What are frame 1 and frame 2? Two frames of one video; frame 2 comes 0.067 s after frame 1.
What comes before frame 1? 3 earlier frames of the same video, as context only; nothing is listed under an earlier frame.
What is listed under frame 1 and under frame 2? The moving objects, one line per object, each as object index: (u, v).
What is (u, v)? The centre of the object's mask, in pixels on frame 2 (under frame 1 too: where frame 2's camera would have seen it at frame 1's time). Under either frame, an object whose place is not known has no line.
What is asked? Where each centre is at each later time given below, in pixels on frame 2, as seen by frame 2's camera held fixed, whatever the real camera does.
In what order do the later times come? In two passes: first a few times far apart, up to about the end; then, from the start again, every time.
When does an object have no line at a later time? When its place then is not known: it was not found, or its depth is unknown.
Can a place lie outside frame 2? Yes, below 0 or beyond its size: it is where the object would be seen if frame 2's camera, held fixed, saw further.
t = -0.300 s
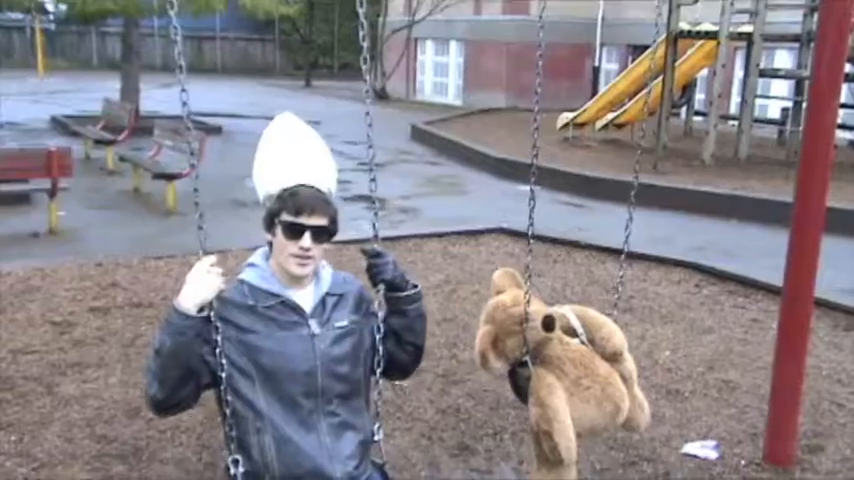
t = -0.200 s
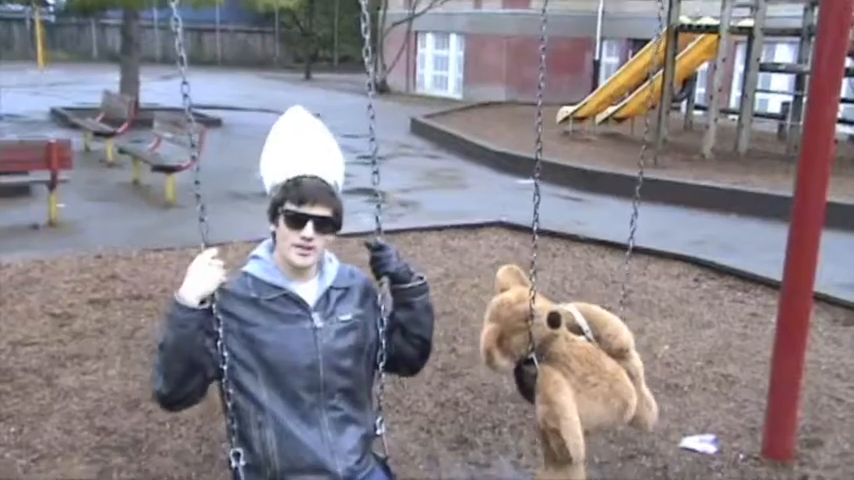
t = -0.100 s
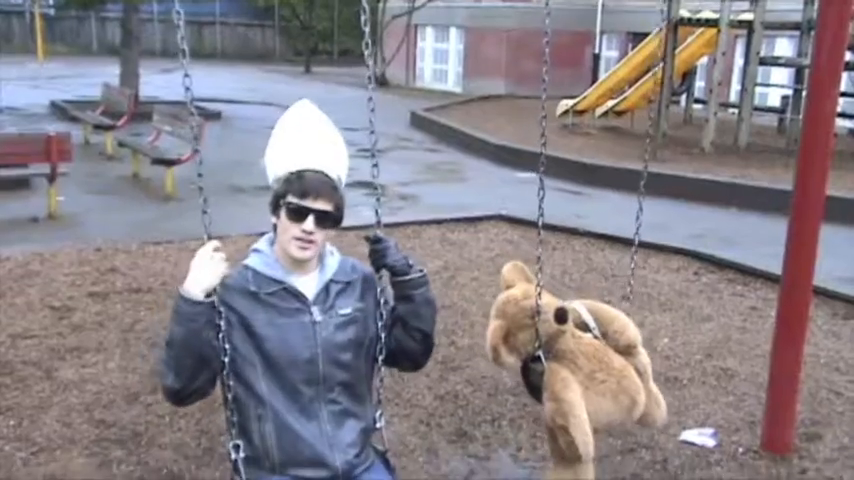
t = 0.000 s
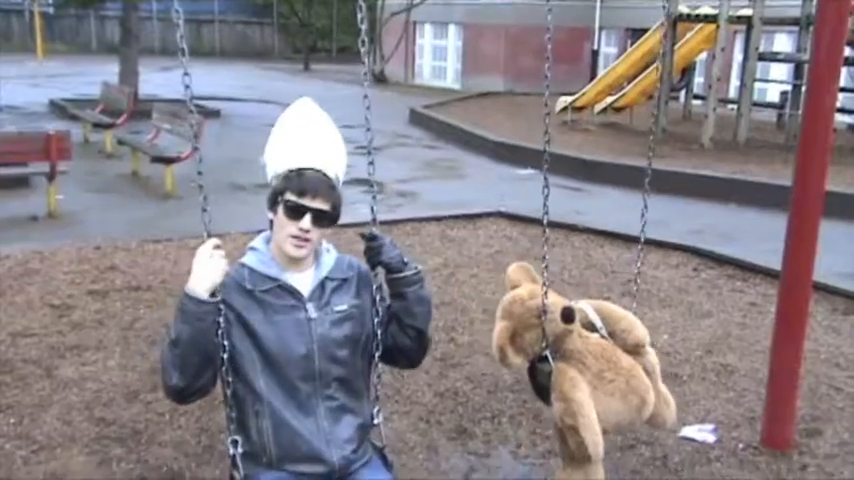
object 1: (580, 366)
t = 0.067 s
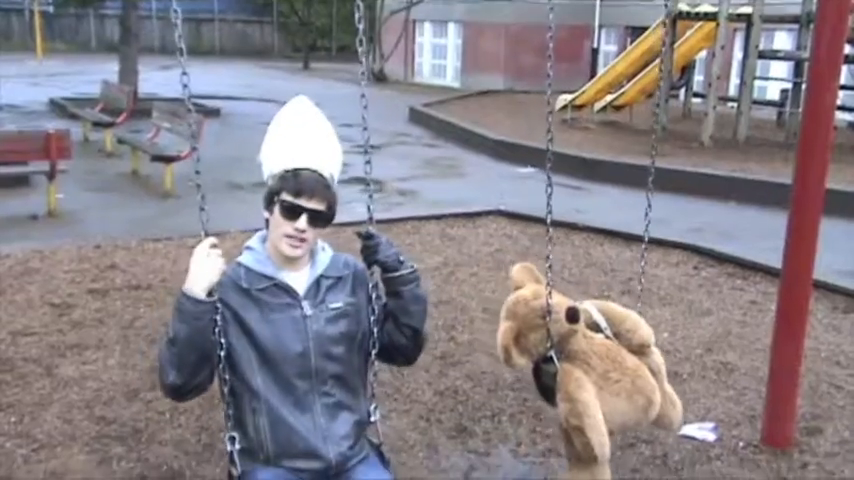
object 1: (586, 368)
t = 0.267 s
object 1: (604, 372)
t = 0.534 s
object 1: (614, 374)
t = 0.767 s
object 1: (611, 374)
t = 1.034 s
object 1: (593, 369)
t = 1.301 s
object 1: (570, 363)
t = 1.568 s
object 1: (550, 355)
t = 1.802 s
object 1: (539, 350)
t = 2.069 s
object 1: (537, 349)
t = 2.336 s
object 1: (546, 355)
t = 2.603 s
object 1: (564, 365)
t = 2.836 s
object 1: (584, 375)
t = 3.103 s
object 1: (601, 381)
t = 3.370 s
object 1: (608, 383)
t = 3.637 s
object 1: (603, 381)
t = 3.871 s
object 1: (589, 376)
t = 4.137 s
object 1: (569, 368)
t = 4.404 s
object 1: (551, 356)
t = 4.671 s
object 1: (540, 350)
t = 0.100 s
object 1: (589, 369)
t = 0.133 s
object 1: (592, 369)
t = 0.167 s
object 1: (595, 370)
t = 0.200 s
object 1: (598, 370)
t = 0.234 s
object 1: (601, 371)
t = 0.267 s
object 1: (604, 372)
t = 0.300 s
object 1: (606, 373)
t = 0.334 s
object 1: (607, 373)
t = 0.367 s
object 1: (609, 373)
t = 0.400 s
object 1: (610, 373)
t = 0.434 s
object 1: (611, 373)
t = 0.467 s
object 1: (613, 374)
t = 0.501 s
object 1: (613, 374)
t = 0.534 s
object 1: (614, 374)
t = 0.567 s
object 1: (615, 374)
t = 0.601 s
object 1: (615, 374)
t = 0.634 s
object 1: (614, 374)
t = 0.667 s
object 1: (614, 374)
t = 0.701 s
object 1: (613, 374)
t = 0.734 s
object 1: (612, 374)
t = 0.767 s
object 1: (611, 374)
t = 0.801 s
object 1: (610, 374)
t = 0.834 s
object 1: (609, 373)
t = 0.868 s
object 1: (606, 373)
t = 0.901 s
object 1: (605, 372)
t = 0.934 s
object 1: (602, 371)
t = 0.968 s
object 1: (599, 370)
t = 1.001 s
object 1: (596, 370)
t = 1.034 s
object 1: (593, 369)
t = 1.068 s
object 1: (590, 368)
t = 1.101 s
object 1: (587, 367)
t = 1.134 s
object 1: (584, 366)
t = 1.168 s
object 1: (581, 366)
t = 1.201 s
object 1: (578, 365)
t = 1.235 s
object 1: (576, 364)
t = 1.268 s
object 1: (573, 363)
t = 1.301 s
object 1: (570, 363)
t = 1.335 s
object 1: (567, 362)
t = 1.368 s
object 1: (564, 361)
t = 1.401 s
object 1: (561, 360)
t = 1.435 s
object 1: (560, 359)
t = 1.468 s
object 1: (557, 359)
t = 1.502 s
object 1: (555, 357)
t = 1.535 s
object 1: (552, 356)
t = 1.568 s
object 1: (550, 355)
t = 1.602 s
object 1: (548, 355)
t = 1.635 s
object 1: (546, 354)
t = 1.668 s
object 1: (544, 353)
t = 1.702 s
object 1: (543, 352)
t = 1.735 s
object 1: (541, 351)
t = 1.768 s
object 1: (540, 350)
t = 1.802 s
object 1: (539, 350)
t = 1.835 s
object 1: (538, 349)
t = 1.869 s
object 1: (537, 348)
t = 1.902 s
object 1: (536, 348)
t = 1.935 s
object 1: (536, 348)
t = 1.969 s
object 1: (536, 348)
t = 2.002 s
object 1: (536, 348)
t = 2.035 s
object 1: (536, 348)
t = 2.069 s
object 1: (537, 349)
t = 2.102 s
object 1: (537, 349)
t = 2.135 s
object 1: (538, 350)
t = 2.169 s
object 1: (539, 350)
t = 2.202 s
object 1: (540, 351)
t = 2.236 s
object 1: (541, 351)
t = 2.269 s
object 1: (542, 353)
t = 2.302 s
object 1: (544, 354)
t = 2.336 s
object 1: (546, 355)
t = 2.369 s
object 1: (547, 356)
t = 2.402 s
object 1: (549, 358)
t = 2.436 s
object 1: (551, 359)
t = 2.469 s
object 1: (554, 359)
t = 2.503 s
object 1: (557, 361)
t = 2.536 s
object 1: (559, 362)
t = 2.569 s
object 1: (561, 363)
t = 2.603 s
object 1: (564, 365)
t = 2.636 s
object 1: (566, 367)
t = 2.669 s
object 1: (569, 368)
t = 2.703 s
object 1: (572, 370)
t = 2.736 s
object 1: (575, 371)
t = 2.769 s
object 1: (578, 373)
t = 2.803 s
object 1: (581, 374)
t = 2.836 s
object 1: (584, 375)
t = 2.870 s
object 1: (587, 376)
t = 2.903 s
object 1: (589, 377)
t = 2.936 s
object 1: (592, 378)
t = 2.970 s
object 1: (594, 379)
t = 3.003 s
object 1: (596, 379)
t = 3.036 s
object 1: (598, 380)
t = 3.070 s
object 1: (600, 381)
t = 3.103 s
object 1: (601, 381)
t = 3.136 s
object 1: (603, 381)
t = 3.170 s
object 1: (604, 382)
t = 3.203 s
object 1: (605, 382)
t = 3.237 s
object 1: (606, 382)
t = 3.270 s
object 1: (607, 383)
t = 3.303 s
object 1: (607, 383)
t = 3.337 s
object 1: (608, 383)
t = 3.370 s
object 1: (608, 383)
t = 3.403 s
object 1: (608, 383)
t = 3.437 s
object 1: (608, 383)
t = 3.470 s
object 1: (607, 383)
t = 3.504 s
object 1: (607, 382)
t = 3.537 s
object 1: (606, 382)
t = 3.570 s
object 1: (605, 381)
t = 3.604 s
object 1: (604, 381)
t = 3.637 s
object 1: (603, 381)
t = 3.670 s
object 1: (602, 381)
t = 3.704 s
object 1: (600, 380)
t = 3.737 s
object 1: (598, 379)
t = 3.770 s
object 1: (596, 378)
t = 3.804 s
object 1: (595, 378)
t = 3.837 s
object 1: (592, 377)
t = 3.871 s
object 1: (589, 376)
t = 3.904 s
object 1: (587, 375)
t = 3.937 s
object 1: (584, 374)
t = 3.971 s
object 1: (581, 373)
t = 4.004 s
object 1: (579, 372)
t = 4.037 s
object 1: (577, 372)
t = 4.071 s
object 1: (574, 370)
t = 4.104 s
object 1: (571, 369)
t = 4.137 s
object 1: (569, 368)
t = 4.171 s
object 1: (567, 366)
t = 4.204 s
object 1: (564, 364)
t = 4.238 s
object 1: (561, 363)
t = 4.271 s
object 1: (559, 362)
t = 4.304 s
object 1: (557, 361)
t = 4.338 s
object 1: (554, 360)
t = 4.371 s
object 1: (553, 358)
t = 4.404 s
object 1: (551, 356)
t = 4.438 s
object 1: (549, 354)
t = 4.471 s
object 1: (547, 353)
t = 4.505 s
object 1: (546, 352)
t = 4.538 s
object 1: (544, 352)
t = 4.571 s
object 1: (543, 351)
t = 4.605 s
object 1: (542, 350)
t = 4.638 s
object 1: (541, 350)
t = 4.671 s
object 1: (540, 350)
